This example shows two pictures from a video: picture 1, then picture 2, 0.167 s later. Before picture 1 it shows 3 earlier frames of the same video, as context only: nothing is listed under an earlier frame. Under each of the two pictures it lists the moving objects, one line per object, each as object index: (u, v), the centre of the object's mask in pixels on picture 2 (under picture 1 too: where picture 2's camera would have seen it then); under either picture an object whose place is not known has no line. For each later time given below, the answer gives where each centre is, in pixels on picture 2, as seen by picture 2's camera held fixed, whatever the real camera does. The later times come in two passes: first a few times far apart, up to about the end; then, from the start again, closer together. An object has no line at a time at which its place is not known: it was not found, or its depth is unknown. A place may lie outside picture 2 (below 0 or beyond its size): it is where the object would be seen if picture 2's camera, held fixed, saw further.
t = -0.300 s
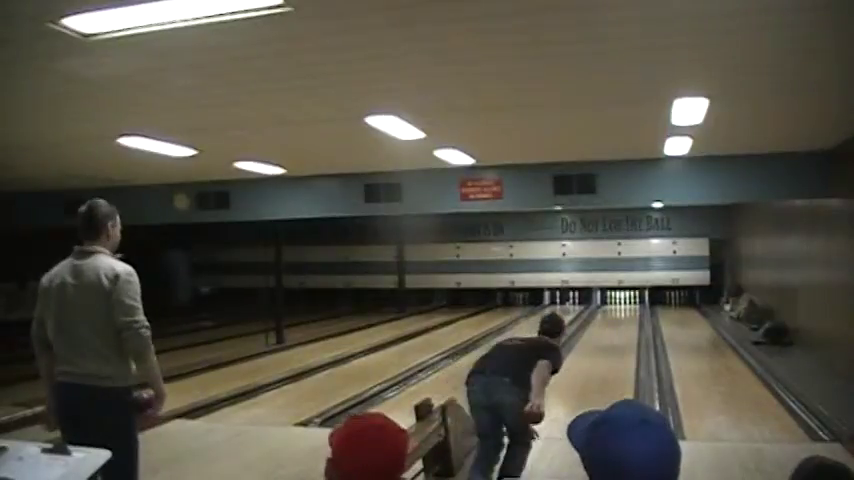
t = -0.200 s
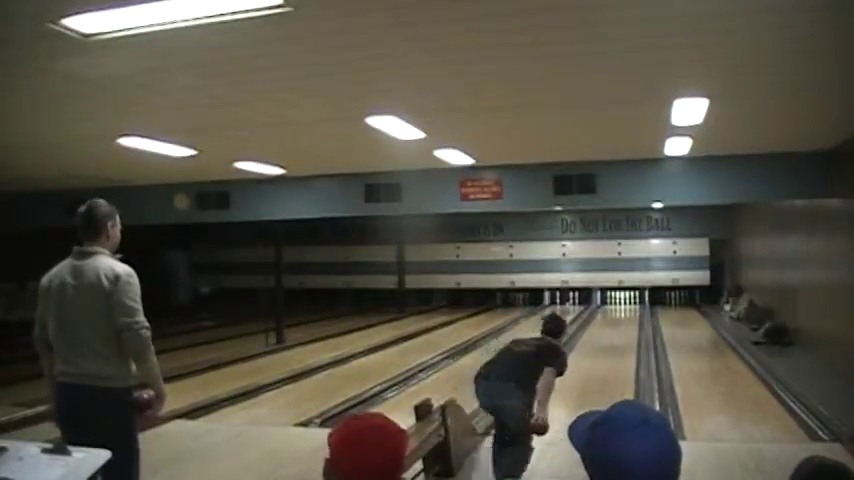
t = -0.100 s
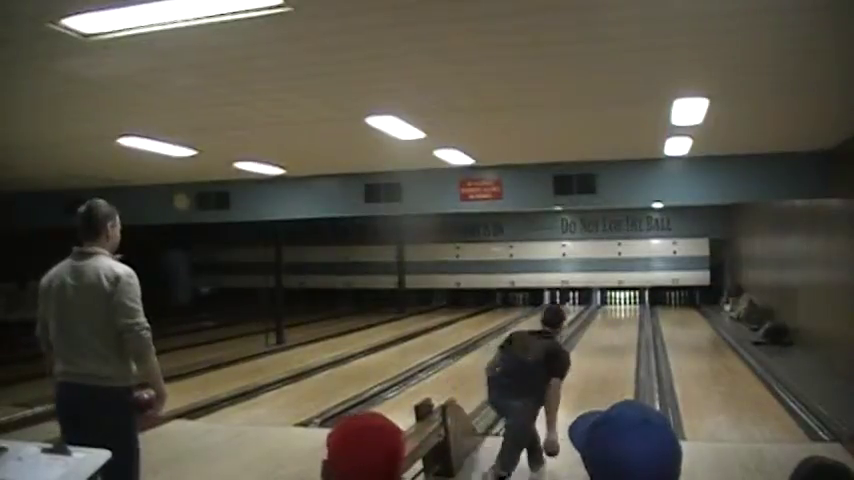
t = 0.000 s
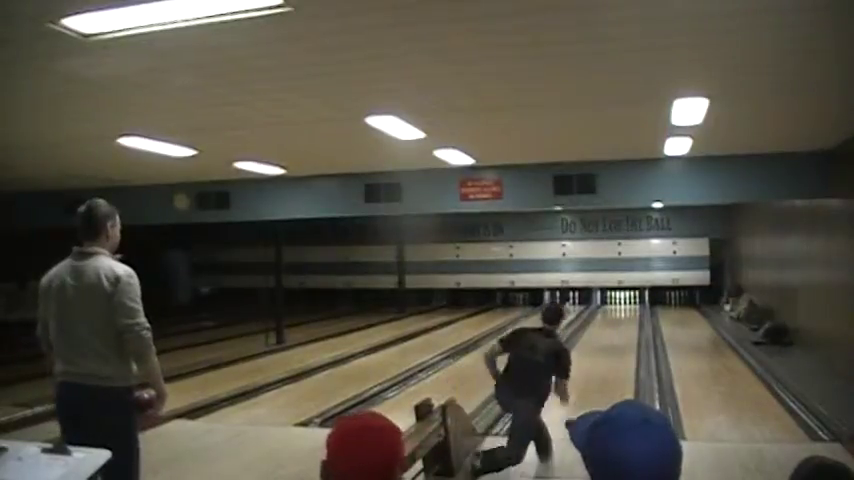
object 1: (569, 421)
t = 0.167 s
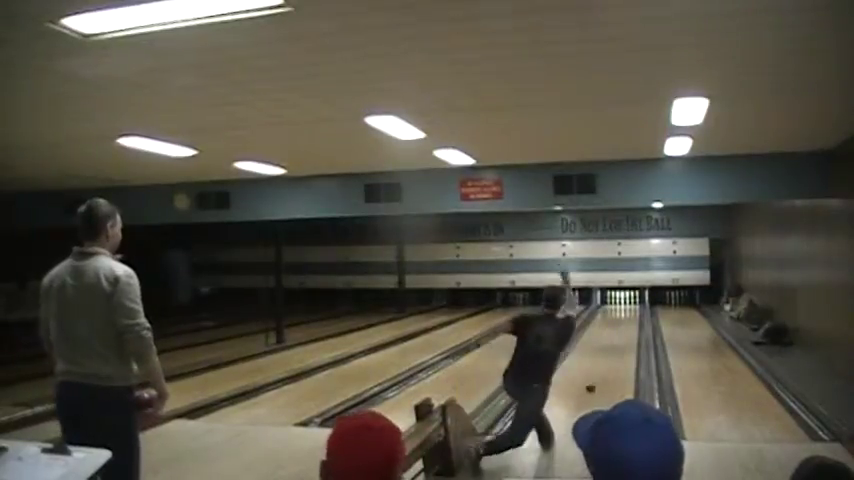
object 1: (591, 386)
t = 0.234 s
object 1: (596, 380)
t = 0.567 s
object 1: (613, 343)
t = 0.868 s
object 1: (621, 324)
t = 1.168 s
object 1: (627, 311)
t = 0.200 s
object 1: (593, 385)
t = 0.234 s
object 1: (596, 380)
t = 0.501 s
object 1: (611, 348)
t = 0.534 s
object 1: (612, 346)
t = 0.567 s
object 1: (613, 343)
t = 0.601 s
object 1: (614, 341)
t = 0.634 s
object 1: (616, 338)
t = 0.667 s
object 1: (616, 335)
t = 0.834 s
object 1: (619, 326)
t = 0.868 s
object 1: (621, 324)
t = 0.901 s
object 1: (620, 323)
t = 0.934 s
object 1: (622, 321)
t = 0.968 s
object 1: (621, 321)
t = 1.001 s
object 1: (623, 318)
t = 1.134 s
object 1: (626, 312)
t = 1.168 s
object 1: (627, 311)
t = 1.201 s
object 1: (627, 309)
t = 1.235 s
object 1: (627, 309)
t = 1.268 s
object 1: (628, 309)
